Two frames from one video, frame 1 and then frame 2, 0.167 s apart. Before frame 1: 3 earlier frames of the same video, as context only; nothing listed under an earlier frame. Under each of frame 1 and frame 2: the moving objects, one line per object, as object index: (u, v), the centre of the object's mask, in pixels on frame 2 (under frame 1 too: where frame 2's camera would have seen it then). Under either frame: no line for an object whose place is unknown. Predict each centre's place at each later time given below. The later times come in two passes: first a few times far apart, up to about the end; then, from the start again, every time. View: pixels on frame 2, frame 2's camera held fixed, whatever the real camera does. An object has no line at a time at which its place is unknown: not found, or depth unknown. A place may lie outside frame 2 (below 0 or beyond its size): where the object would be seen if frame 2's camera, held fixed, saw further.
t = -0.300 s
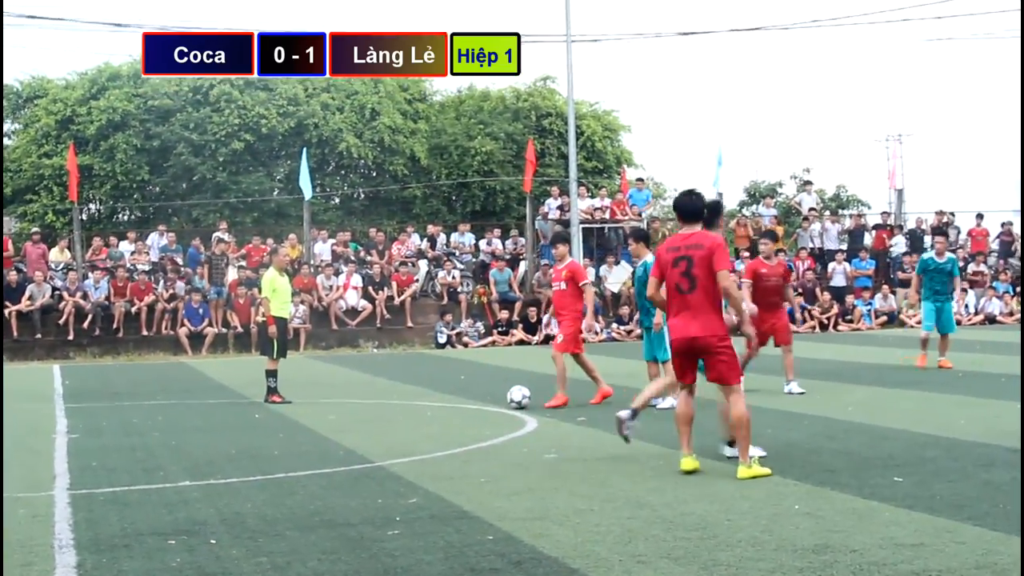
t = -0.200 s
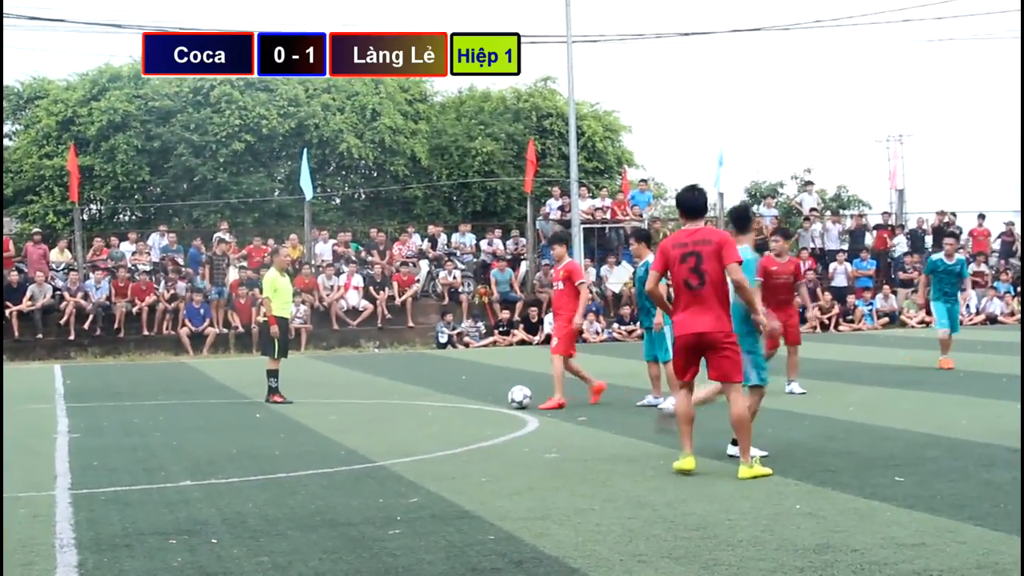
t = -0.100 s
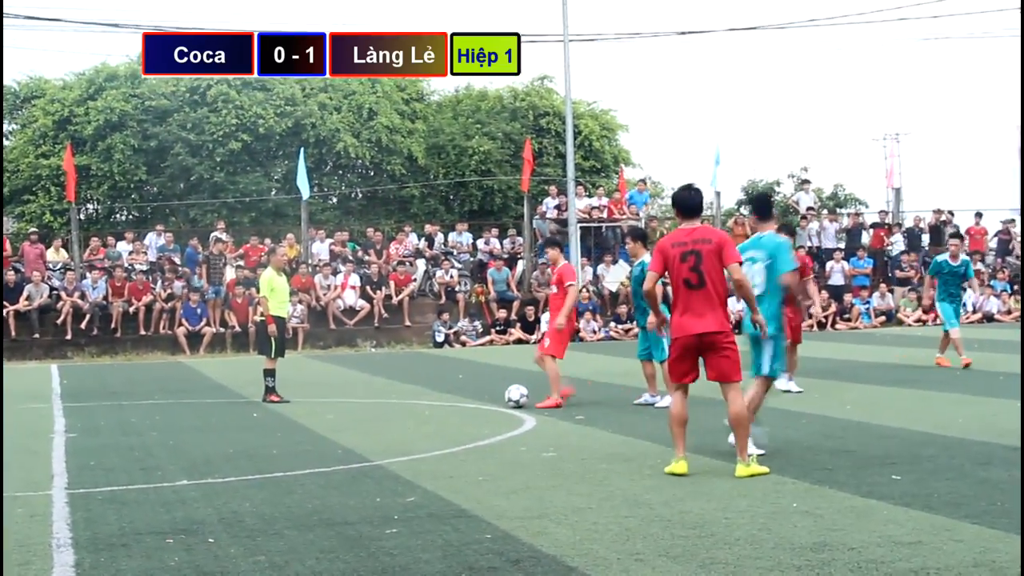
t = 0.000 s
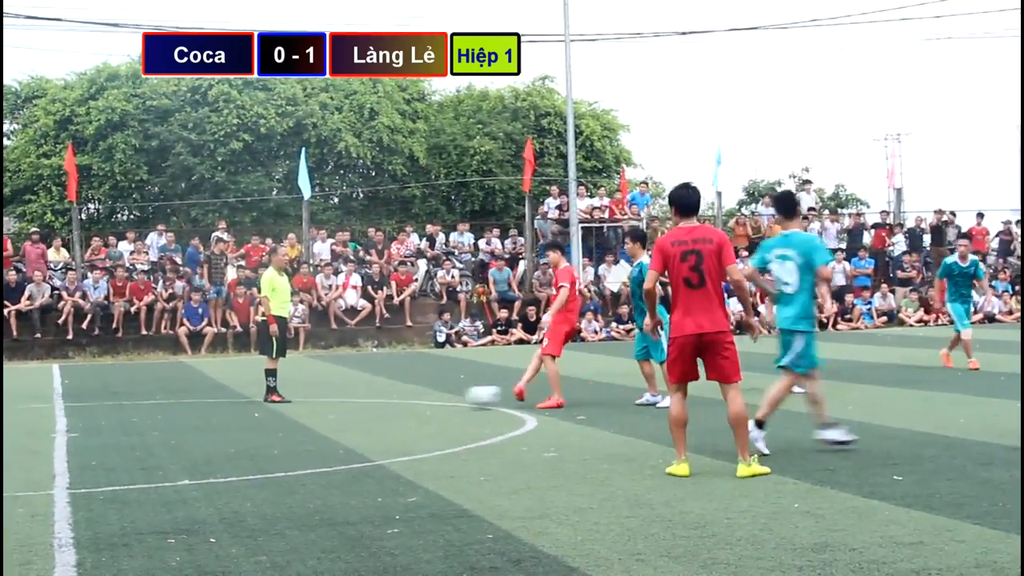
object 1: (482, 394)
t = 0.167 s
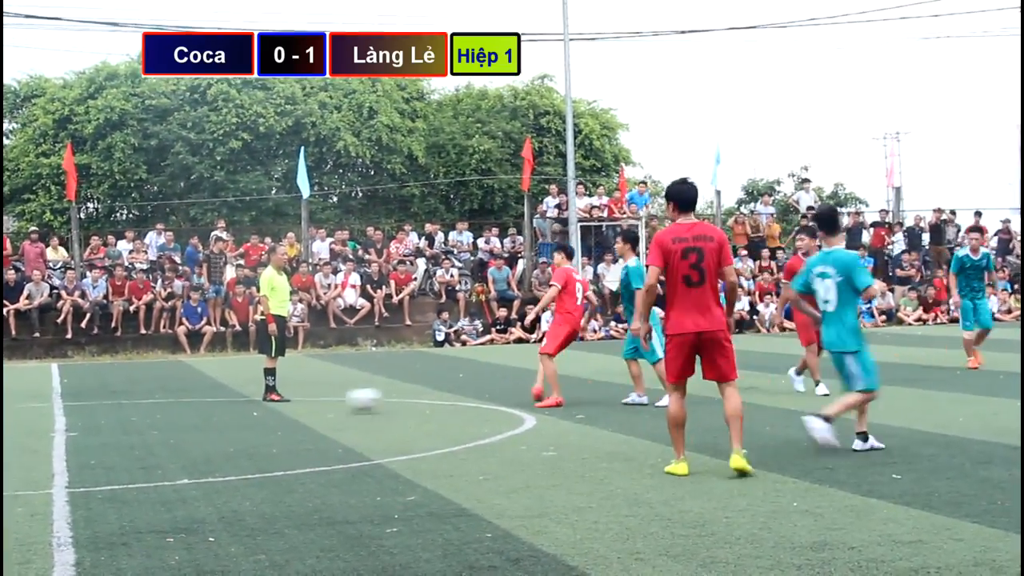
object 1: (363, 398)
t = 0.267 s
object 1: (297, 399)
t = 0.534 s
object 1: (133, 410)
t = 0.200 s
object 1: (340, 402)
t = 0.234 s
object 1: (318, 402)
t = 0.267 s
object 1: (297, 399)
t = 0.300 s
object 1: (274, 401)
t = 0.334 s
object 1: (251, 404)
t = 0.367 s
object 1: (232, 405)
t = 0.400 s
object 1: (211, 407)
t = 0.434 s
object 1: (191, 408)
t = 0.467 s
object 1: (172, 408)
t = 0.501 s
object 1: (152, 409)
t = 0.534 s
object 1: (133, 410)
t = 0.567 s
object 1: (115, 411)
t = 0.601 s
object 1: (96, 412)
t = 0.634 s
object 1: (79, 413)
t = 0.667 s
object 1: (64, 413)
